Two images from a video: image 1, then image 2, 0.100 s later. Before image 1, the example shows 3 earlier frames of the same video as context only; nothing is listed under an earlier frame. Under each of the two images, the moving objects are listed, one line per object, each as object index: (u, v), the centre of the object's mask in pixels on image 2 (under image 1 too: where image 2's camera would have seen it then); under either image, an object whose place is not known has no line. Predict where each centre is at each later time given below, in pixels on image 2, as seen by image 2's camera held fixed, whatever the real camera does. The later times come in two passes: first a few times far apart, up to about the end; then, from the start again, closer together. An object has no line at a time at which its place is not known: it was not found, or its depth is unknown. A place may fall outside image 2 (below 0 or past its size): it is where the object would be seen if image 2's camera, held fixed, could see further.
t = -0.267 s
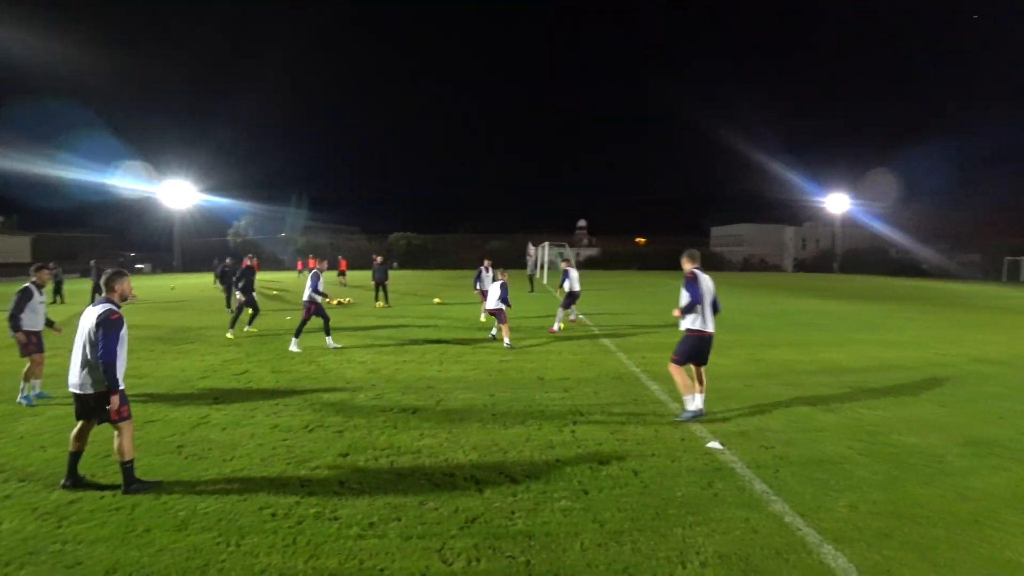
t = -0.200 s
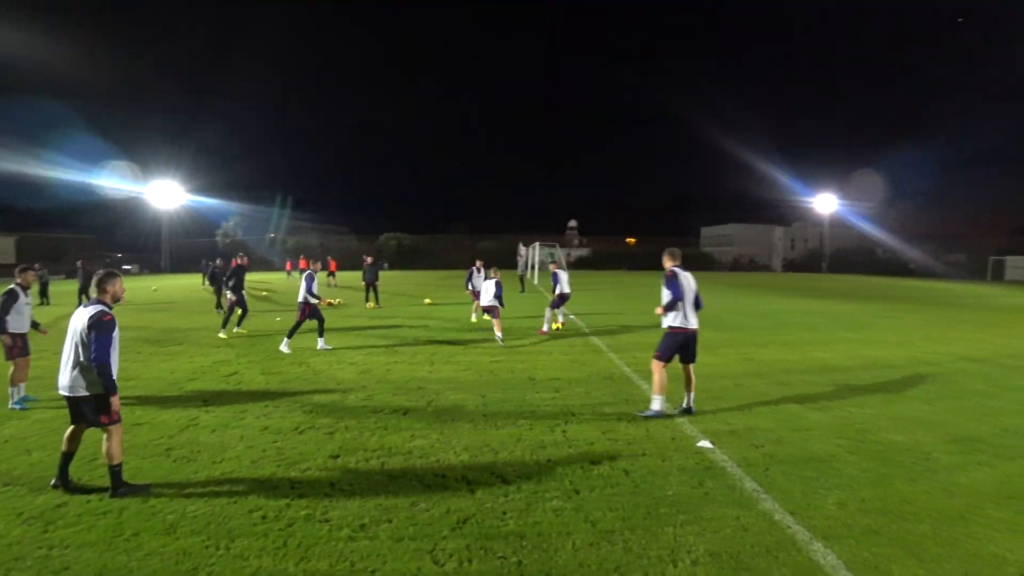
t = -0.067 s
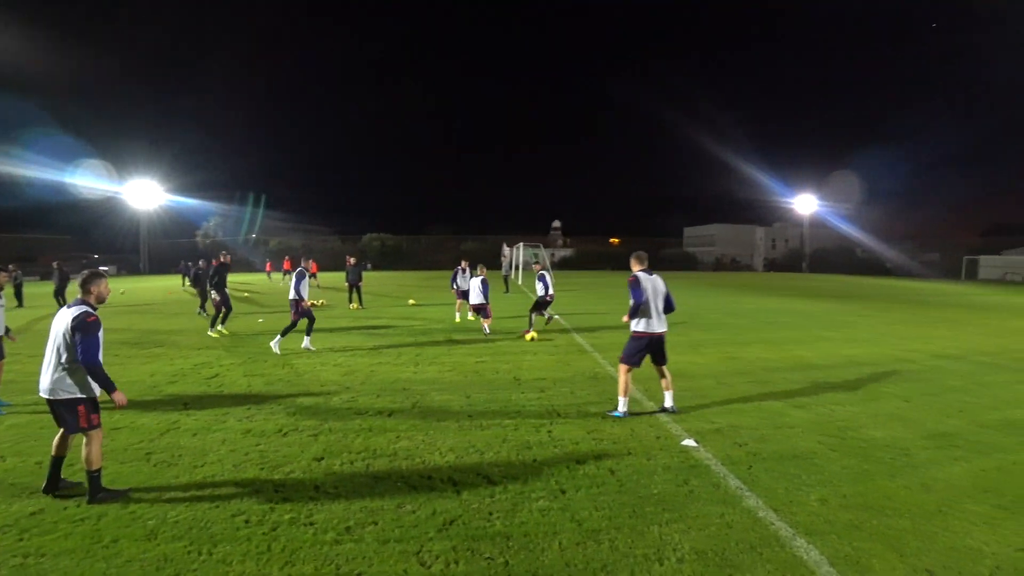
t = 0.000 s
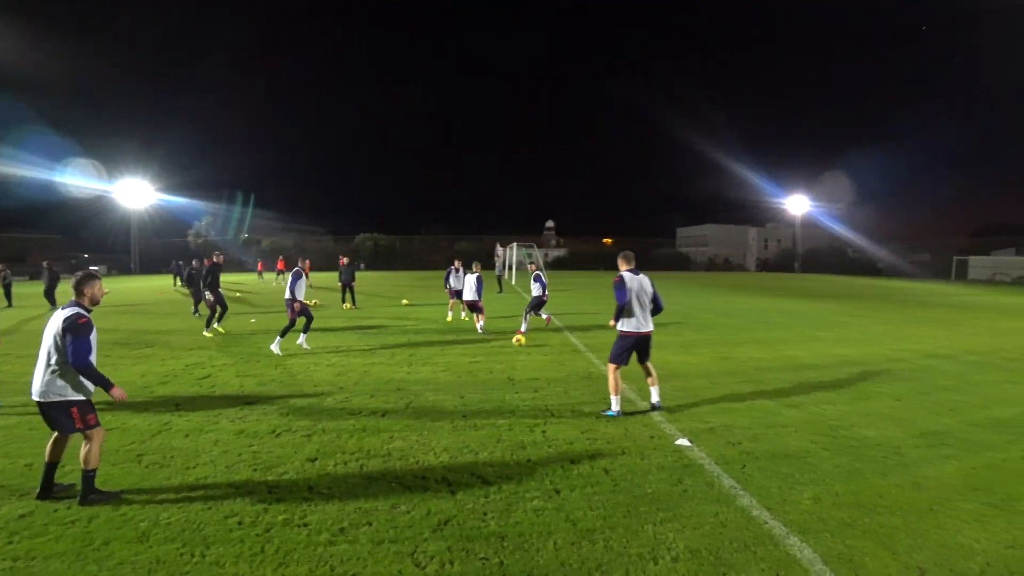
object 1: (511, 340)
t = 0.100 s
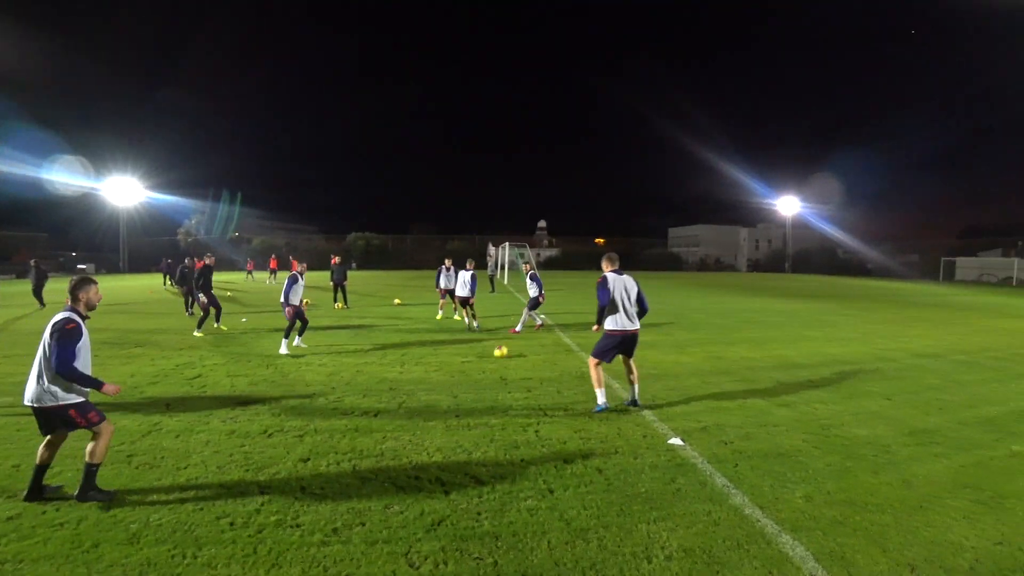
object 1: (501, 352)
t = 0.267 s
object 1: (481, 372)
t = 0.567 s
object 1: (435, 418)
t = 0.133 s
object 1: (497, 356)
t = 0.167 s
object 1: (493, 359)
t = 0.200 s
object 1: (490, 363)
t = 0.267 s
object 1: (481, 372)
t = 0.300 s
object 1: (477, 377)
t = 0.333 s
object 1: (472, 382)
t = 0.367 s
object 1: (468, 385)
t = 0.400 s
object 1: (463, 390)
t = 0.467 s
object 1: (452, 402)
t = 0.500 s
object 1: (446, 408)
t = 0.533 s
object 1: (440, 413)
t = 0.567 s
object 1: (435, 418)
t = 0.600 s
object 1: (429, 424)
